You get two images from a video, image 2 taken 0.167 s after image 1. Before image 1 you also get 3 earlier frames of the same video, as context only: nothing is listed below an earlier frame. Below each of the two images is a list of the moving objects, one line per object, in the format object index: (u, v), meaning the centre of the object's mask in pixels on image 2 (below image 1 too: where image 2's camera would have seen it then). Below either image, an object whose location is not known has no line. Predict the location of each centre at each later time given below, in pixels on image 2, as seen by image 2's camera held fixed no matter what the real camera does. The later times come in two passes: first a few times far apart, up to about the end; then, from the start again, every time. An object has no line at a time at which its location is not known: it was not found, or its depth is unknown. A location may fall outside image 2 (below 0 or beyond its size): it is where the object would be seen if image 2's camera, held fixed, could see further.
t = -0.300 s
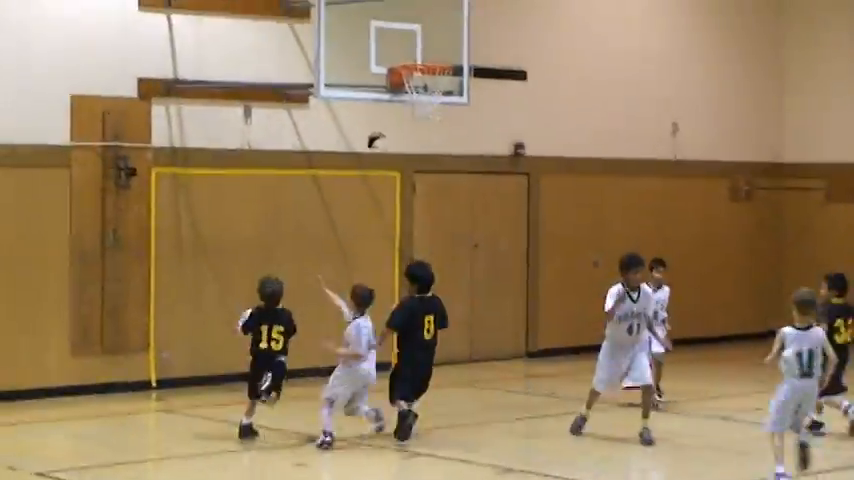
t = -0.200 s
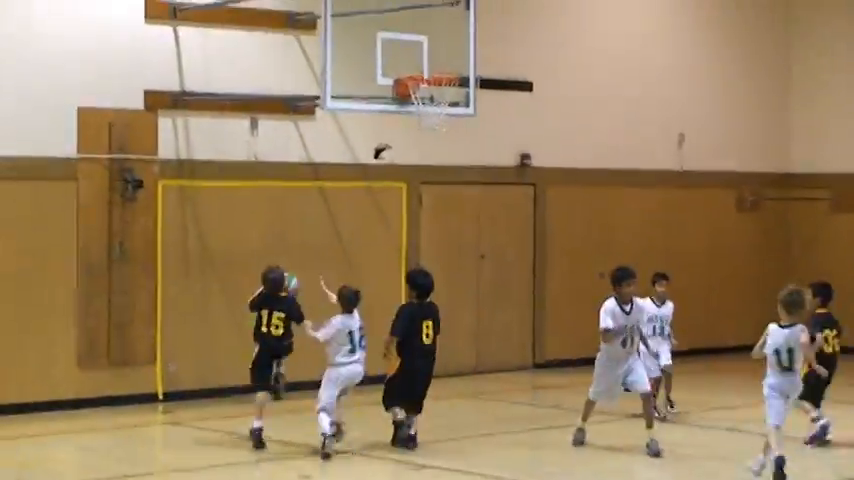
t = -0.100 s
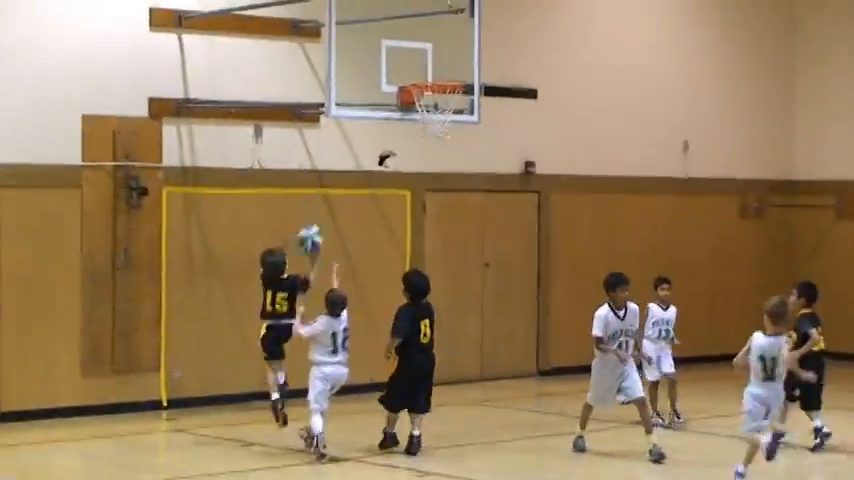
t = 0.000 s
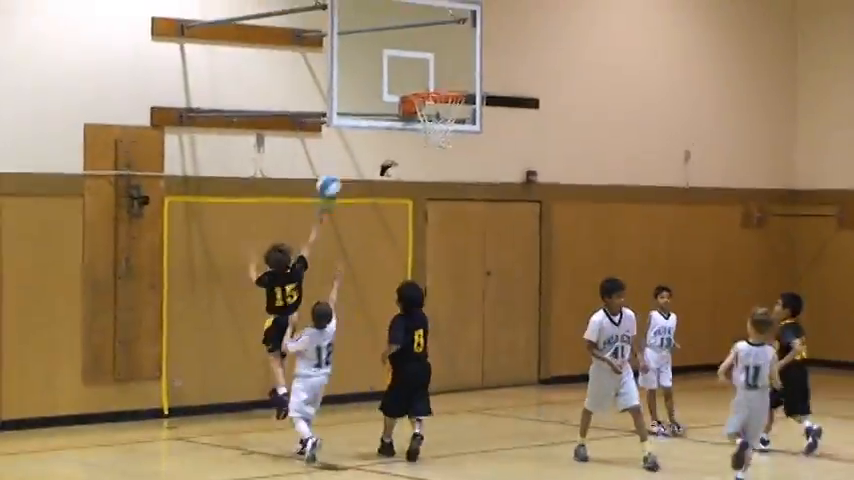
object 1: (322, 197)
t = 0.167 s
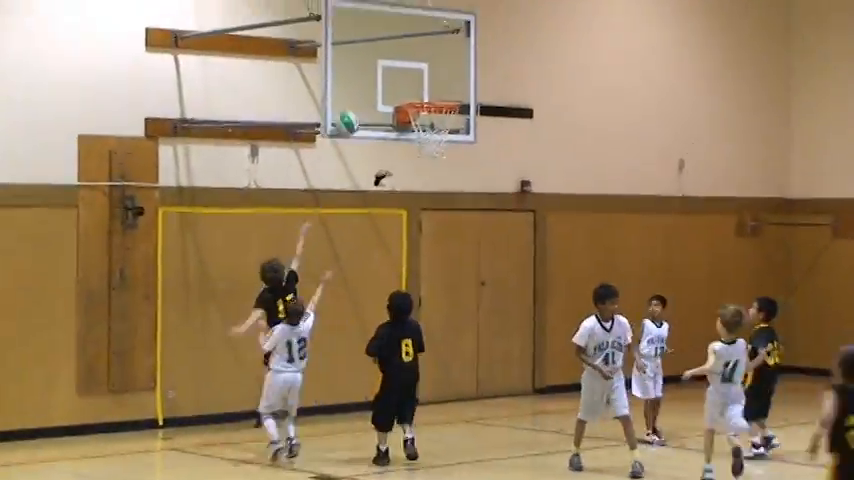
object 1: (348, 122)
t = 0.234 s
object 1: (358, 108)
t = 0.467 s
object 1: (402, 117)
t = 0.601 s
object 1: (426, 147)
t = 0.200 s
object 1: (352, 111)
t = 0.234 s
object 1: (358, 108)
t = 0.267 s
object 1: (363, 105)
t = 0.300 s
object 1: (370, 104)
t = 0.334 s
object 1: (377, 104)
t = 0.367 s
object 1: (384, 105)
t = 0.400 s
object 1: (390, 107)
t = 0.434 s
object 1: (396, 111)
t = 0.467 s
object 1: (402, 117)
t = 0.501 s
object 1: (406, 121)
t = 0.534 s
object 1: (414, 129)
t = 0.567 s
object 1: (420, 137)
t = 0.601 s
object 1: (426, 147)
